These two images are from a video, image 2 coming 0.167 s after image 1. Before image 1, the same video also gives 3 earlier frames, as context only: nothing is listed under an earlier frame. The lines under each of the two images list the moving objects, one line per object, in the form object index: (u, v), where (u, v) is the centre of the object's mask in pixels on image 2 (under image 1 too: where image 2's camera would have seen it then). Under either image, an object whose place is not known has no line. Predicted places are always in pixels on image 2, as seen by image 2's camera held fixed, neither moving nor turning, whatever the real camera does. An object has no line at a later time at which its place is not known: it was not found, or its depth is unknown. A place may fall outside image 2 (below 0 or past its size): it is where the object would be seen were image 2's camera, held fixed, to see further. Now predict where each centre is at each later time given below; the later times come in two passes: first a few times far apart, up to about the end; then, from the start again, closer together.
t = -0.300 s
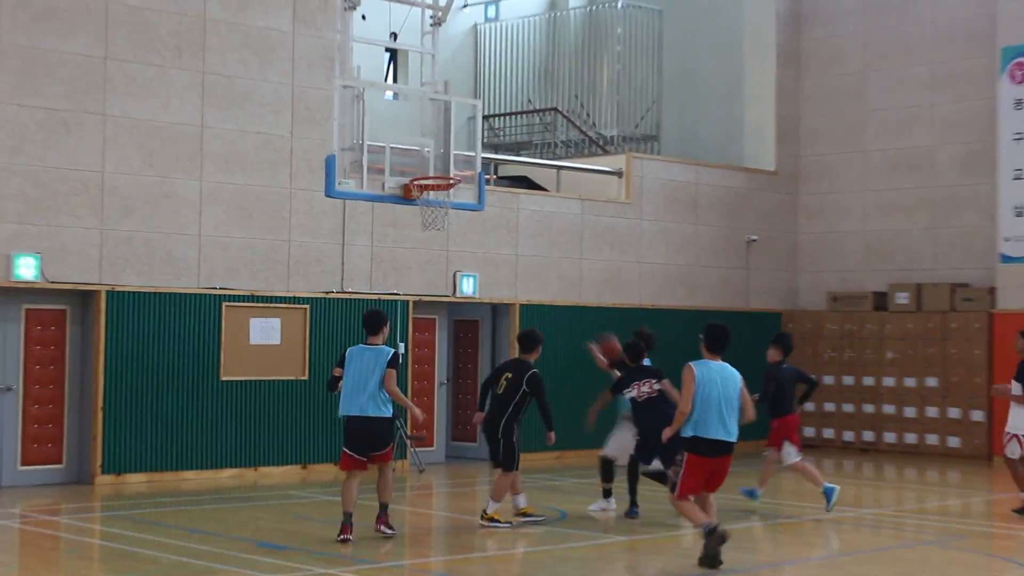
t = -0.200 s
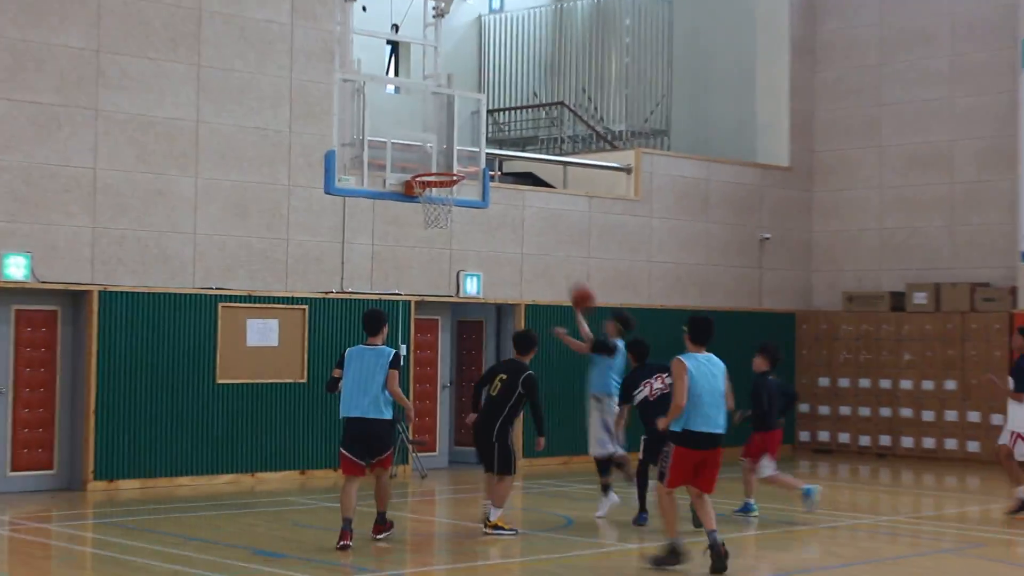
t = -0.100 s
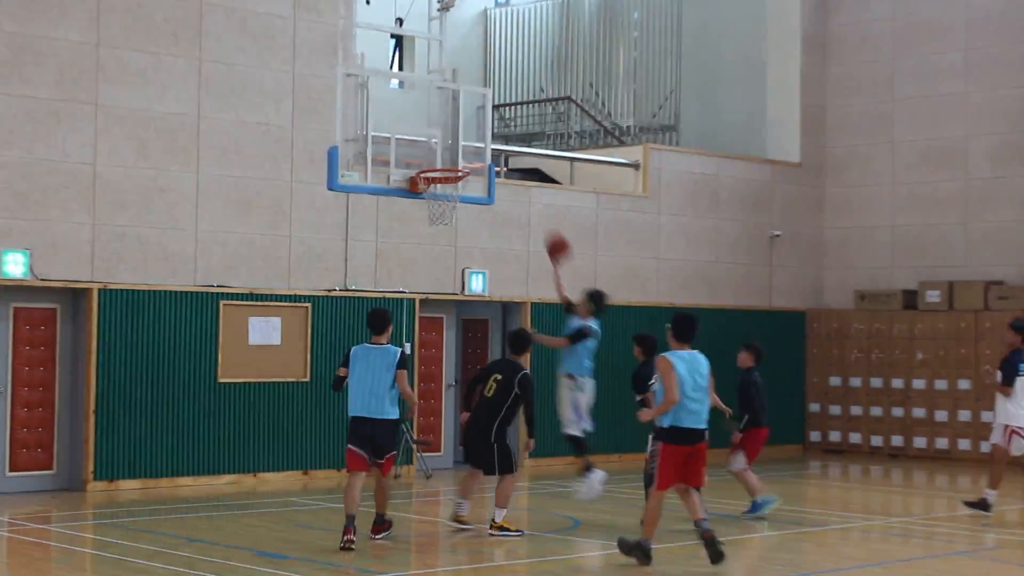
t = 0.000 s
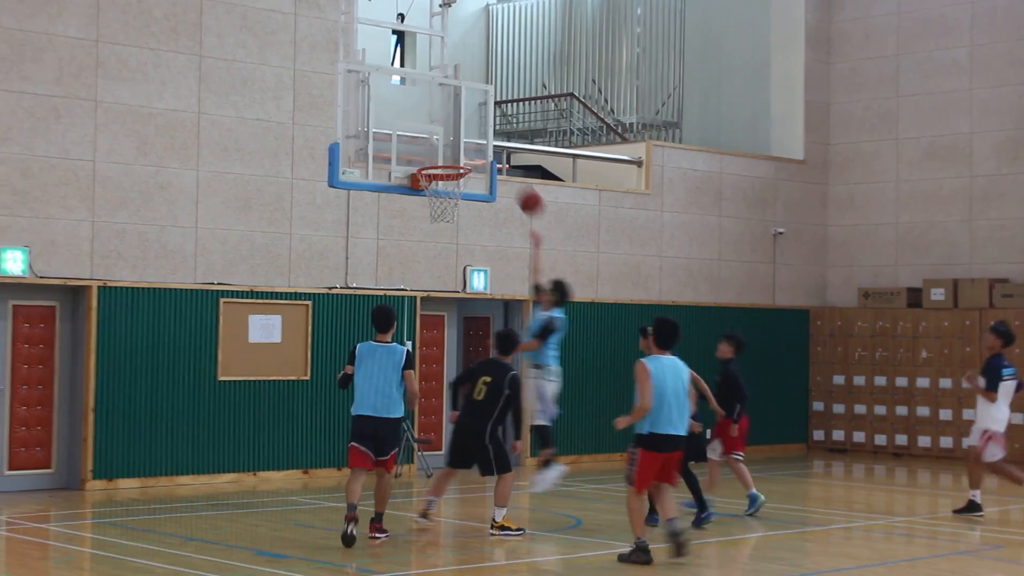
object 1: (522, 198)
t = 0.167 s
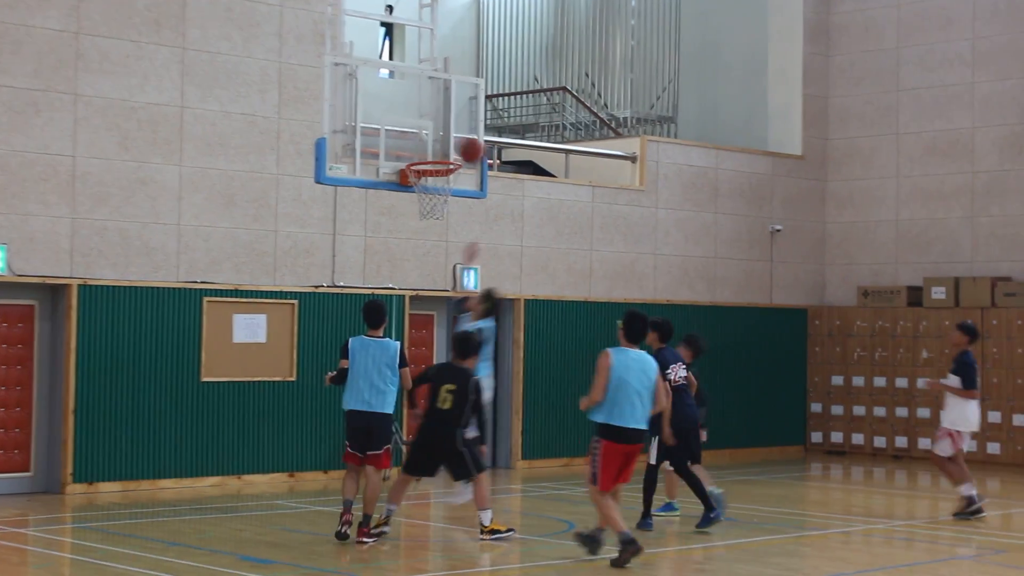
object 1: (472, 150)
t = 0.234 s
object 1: (450, 139)
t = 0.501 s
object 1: (432, 145)
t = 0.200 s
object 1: (461, 144)
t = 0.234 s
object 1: (450, 139)
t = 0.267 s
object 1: (440, 136)
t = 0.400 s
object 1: (435, 133)
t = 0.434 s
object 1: (434, 136)
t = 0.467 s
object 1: (434, 139)
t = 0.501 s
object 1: (432, 145)
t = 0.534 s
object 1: (431, 149)
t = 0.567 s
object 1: (429, 153)
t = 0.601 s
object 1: (432, 156)
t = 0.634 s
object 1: (439, 168)
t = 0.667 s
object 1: (443, 175)
